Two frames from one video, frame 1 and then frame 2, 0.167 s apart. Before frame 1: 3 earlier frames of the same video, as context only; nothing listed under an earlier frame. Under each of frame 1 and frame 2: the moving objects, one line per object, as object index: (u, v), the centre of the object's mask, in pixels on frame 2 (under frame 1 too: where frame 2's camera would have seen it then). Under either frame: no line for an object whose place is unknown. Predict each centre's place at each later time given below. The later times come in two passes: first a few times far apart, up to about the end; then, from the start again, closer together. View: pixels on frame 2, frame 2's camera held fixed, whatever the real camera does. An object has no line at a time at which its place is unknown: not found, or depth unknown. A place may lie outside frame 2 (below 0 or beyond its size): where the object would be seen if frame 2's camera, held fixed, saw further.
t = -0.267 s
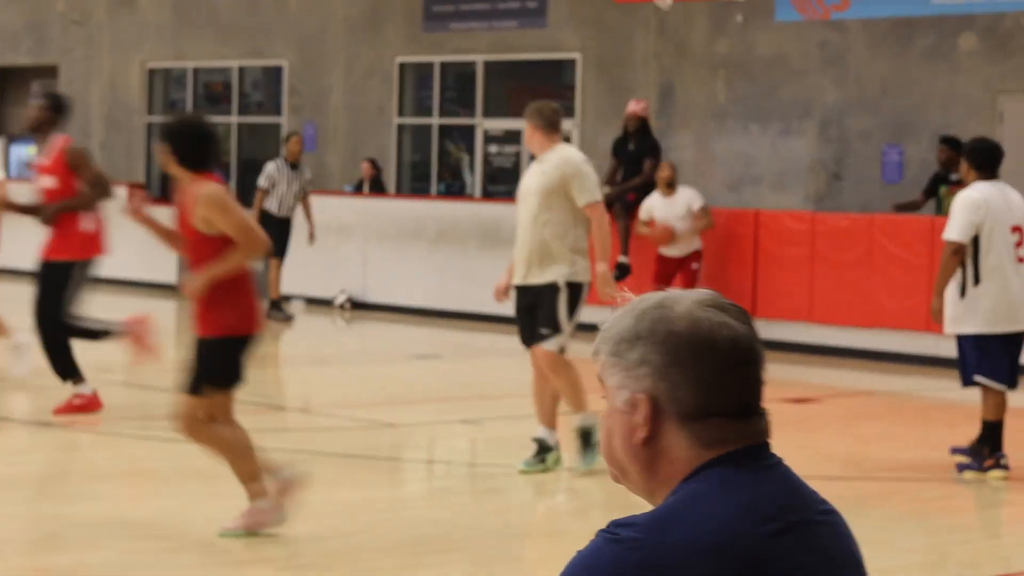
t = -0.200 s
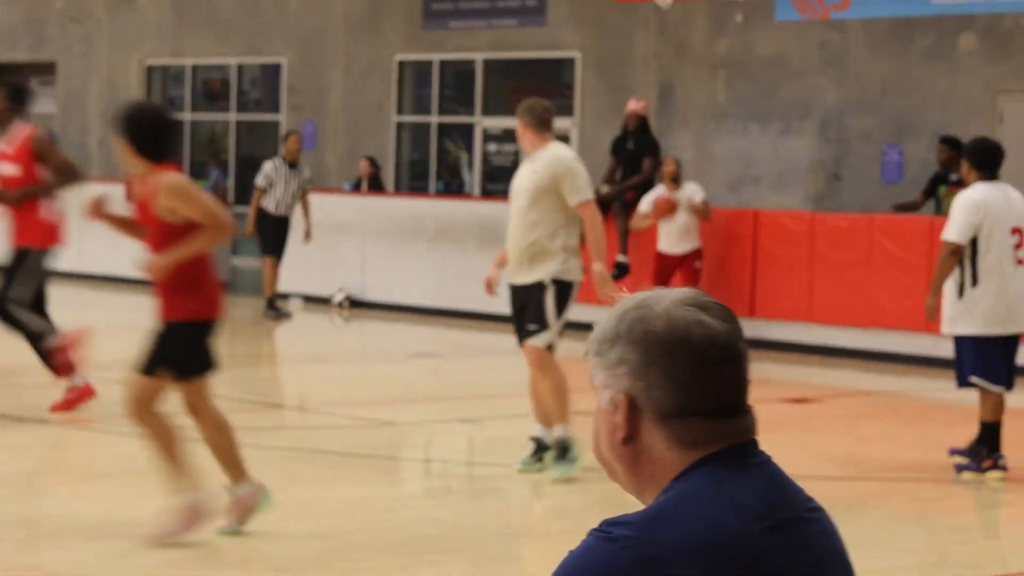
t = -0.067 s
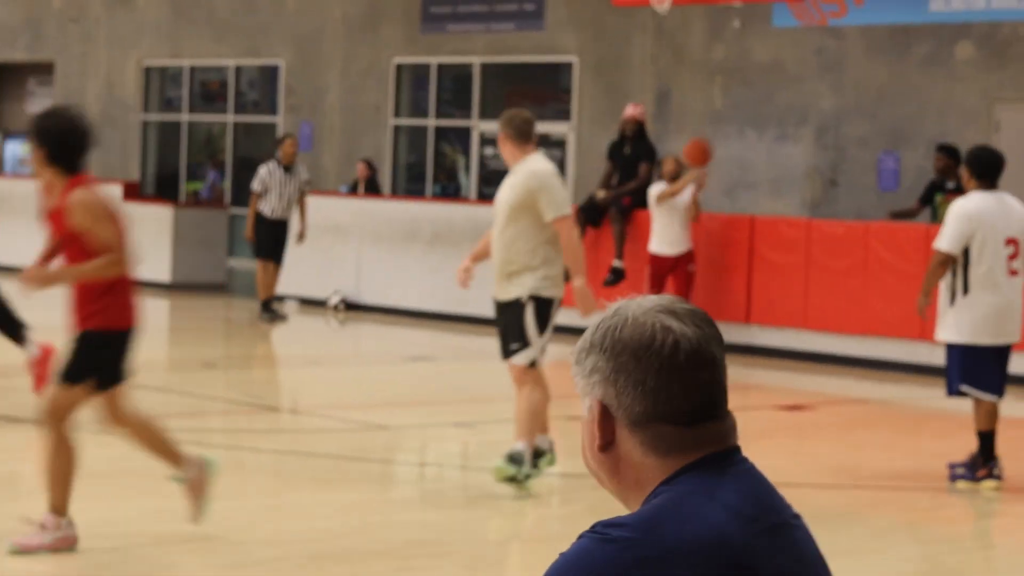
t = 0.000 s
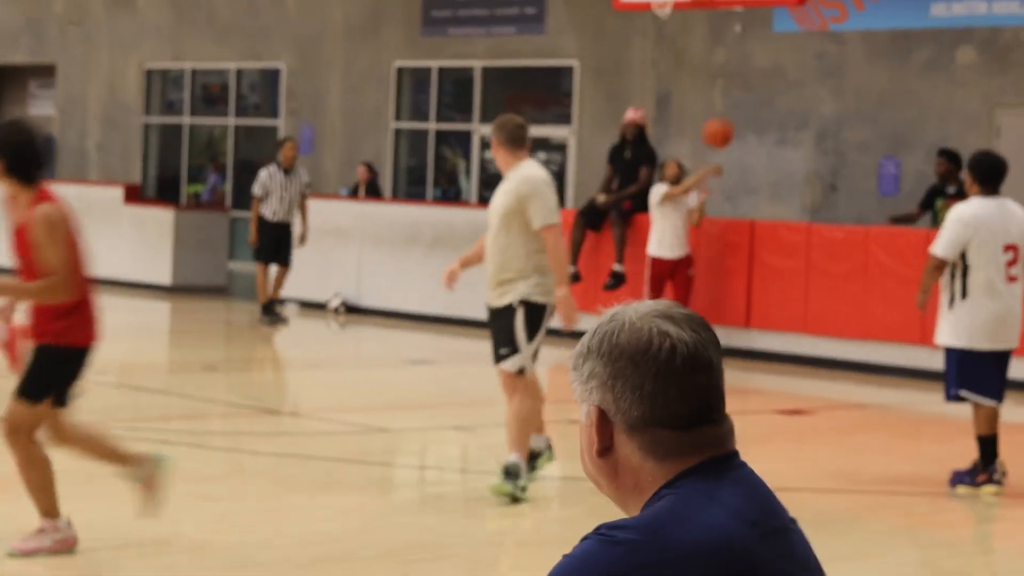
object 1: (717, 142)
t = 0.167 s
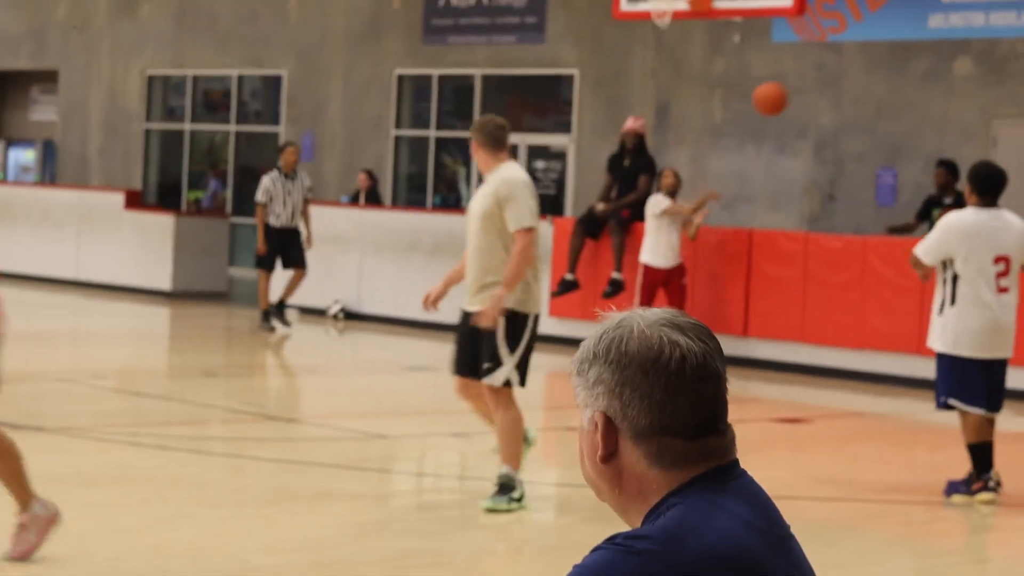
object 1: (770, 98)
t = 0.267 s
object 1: (805, 85)
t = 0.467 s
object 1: (883, 98)
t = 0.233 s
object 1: (793, 88)
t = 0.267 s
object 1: (805, 85)
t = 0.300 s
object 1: (817, 83)
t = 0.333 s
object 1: (830, 84)
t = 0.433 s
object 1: (869, 92)
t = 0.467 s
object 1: (883, 98)
